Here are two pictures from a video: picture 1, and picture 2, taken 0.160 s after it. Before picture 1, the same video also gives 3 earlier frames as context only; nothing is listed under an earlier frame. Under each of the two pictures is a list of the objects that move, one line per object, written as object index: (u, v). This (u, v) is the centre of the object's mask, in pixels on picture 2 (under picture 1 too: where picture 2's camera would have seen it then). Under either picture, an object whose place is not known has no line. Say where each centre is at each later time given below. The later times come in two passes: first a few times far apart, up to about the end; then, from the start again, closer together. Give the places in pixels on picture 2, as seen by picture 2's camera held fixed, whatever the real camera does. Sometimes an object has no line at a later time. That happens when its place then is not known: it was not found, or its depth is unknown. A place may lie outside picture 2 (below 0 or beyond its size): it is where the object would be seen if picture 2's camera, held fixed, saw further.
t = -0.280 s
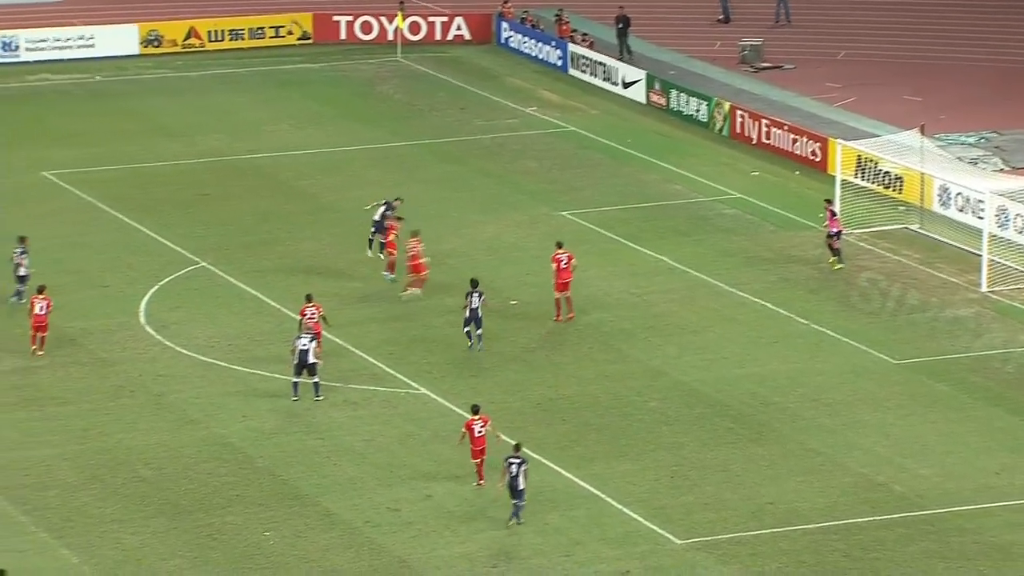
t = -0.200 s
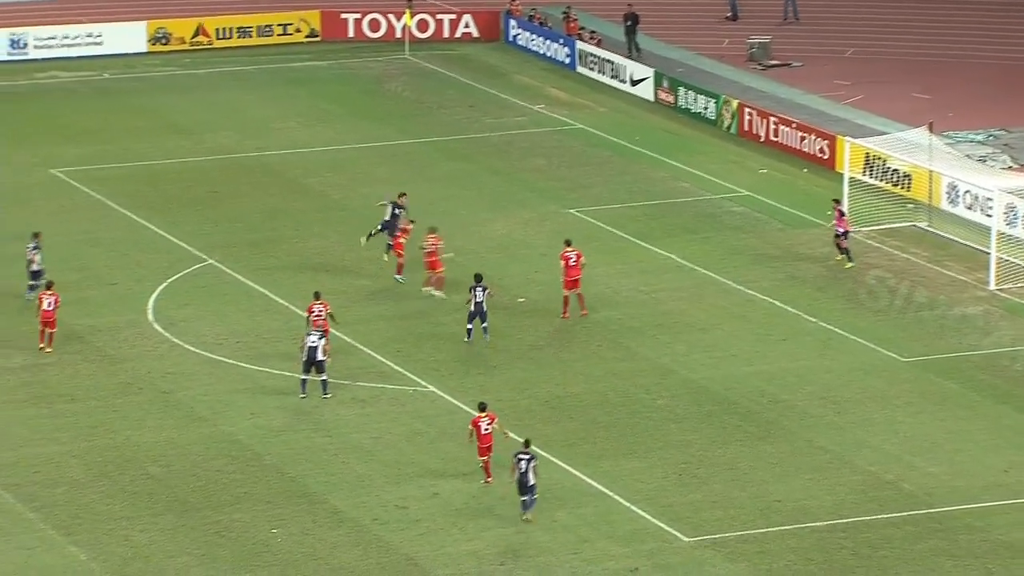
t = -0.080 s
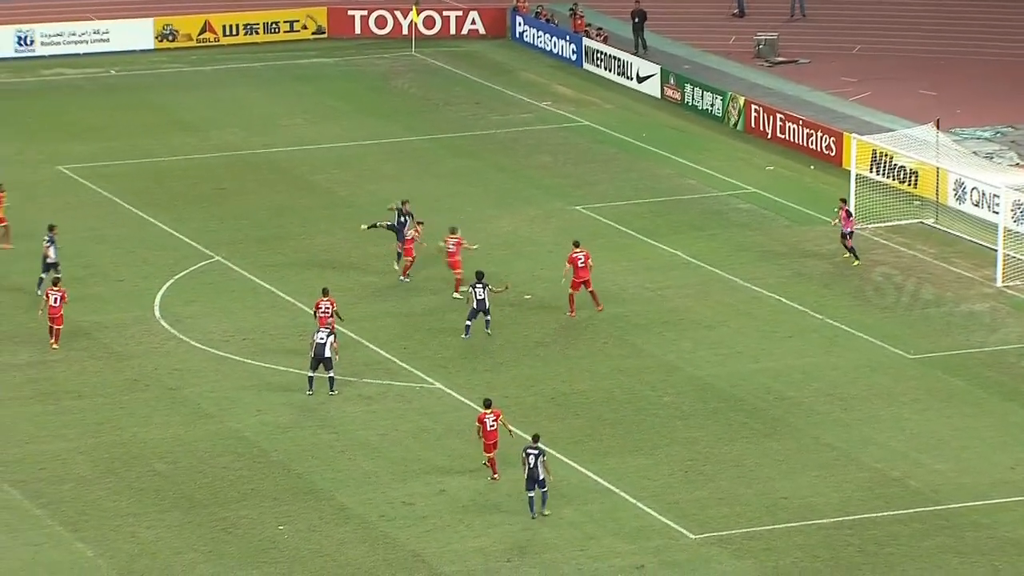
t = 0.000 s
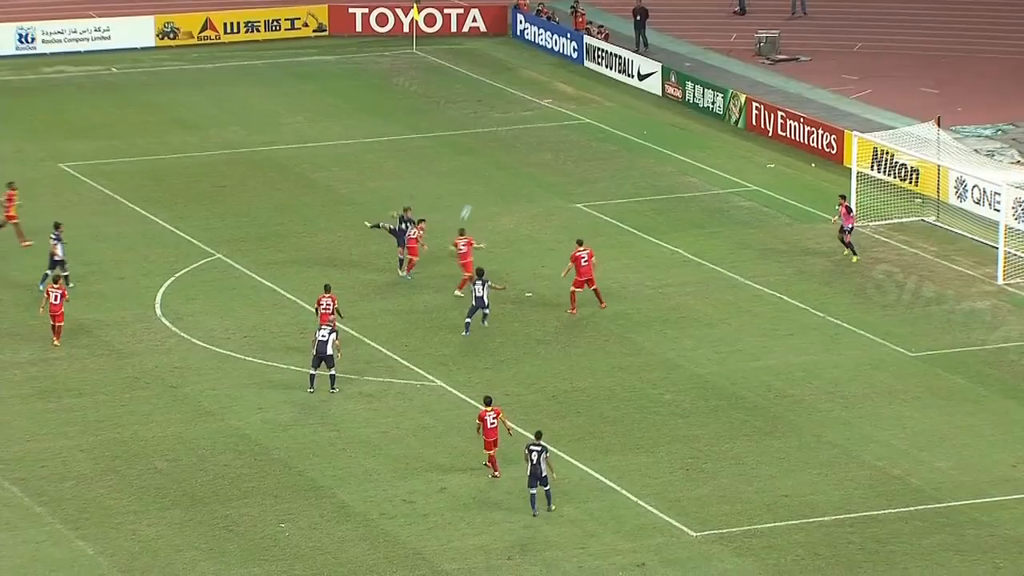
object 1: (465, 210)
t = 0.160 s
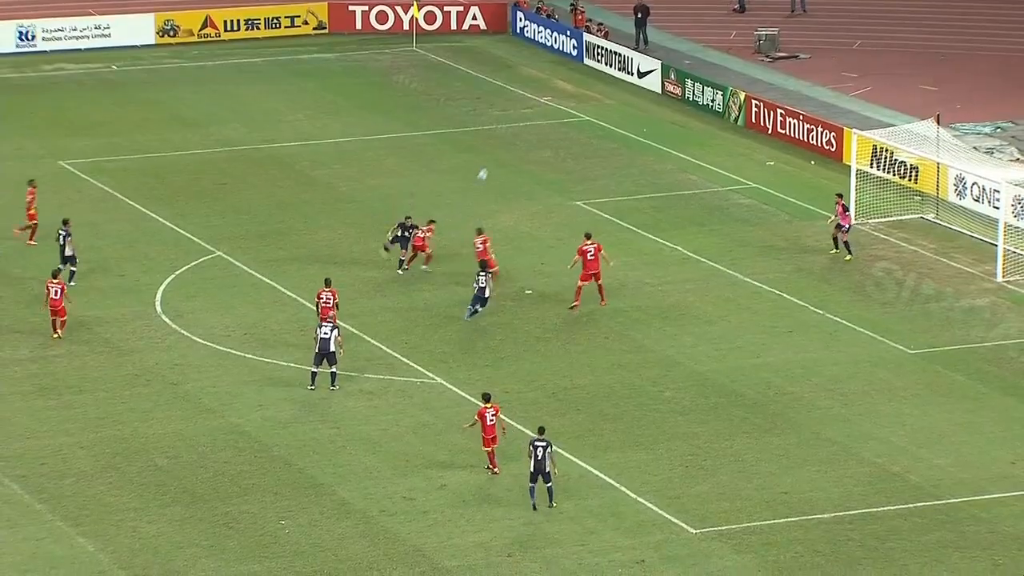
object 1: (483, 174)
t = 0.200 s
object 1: (487, 167)
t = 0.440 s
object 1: (514, 137)
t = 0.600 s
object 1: (532, 129)
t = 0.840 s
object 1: (557, 135)
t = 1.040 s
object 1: (579, 157)
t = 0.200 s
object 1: (487, 167)
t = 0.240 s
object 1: (492, 161)
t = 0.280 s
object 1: (495, 155)
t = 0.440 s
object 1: (514, 137)
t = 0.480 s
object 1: (518, 133)
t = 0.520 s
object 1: (523, 131)
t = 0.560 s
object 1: (527, 131)
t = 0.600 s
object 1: (532, 129)
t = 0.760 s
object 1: (549, 131)
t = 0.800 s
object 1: (553, 133)
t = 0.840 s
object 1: (557, 135)
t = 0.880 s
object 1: (563, 139)
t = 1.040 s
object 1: (579, 157)
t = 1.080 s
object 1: (584, 164)
